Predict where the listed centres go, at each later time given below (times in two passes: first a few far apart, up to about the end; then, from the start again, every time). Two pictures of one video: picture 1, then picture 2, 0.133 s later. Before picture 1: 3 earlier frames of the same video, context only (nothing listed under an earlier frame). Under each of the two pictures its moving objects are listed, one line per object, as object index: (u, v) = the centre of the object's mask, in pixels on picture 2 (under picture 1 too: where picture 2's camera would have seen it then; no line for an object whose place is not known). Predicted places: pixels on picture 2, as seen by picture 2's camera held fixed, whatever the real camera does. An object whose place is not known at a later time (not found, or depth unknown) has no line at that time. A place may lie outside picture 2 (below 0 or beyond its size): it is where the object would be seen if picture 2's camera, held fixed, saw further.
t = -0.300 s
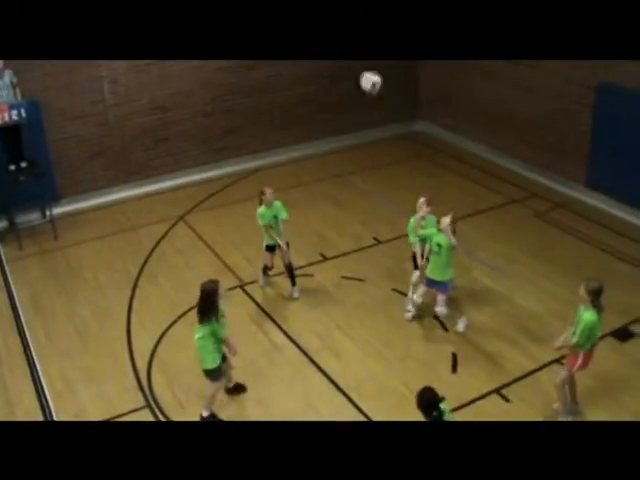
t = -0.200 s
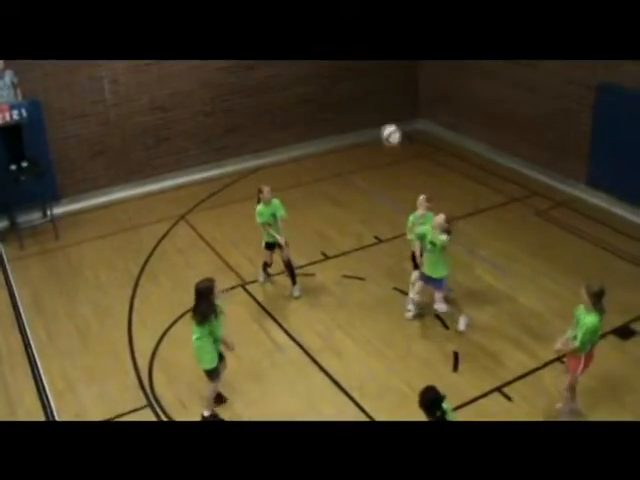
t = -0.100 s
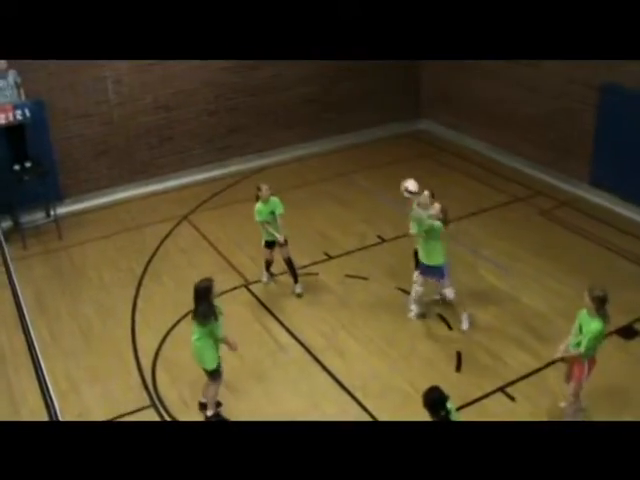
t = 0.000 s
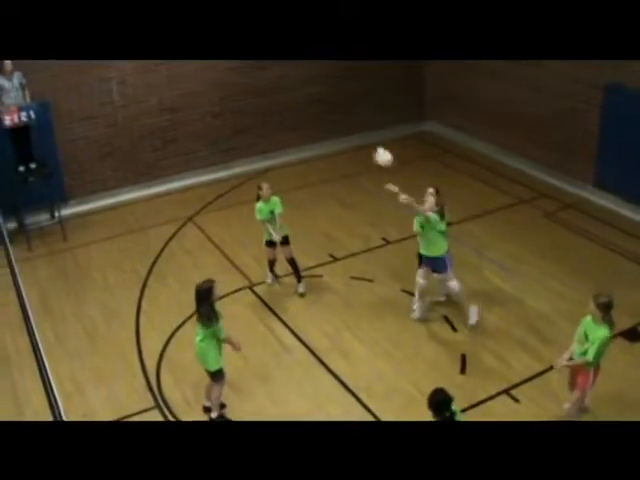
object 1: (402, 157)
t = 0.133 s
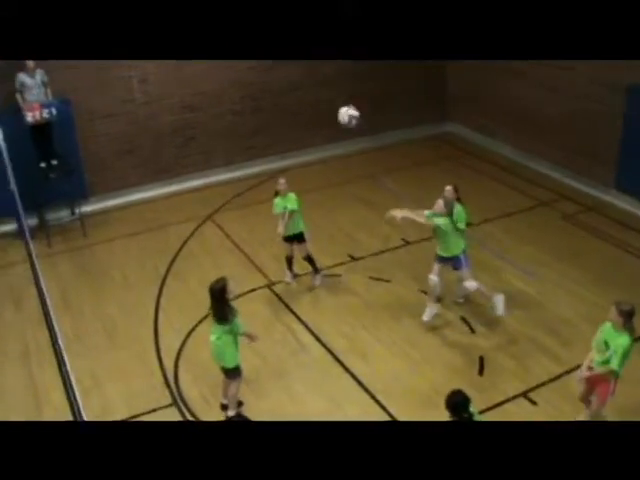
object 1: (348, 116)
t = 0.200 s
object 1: (320, 100)
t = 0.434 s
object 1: (217, 80)
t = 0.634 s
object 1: (125, 108)
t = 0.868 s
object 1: (26, 198)
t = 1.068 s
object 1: (-43, 309)
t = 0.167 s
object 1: (334, 108)
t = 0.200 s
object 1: (320, 100)
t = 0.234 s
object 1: (306, 94)
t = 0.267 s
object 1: (292, 89)
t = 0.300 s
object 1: (277, 85)
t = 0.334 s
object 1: (263, 82)
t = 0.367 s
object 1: (247, 80)
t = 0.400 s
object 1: (232, 81)
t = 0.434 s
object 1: (217, 80)
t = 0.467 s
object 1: (202, 82)
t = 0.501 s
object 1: (186, 85)
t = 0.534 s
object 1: (170, 88)
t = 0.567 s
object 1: (155, 94)
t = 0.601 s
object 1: (139, 100)
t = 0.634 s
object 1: (125, 108)
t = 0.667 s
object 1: (111, 117)
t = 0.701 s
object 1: (95, 128)
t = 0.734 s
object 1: (81, 140)
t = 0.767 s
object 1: (67, 153)
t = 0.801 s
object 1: (53, 167)
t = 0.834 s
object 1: (40, 182)
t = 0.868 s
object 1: (26, 198)
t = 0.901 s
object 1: (14, 214)
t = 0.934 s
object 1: (3, 231)
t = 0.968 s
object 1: (-11, 250)
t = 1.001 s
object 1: (-22, 270)
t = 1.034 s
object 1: (-33, 290)
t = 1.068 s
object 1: (-43, 309)
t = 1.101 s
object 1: (-51, 329)
